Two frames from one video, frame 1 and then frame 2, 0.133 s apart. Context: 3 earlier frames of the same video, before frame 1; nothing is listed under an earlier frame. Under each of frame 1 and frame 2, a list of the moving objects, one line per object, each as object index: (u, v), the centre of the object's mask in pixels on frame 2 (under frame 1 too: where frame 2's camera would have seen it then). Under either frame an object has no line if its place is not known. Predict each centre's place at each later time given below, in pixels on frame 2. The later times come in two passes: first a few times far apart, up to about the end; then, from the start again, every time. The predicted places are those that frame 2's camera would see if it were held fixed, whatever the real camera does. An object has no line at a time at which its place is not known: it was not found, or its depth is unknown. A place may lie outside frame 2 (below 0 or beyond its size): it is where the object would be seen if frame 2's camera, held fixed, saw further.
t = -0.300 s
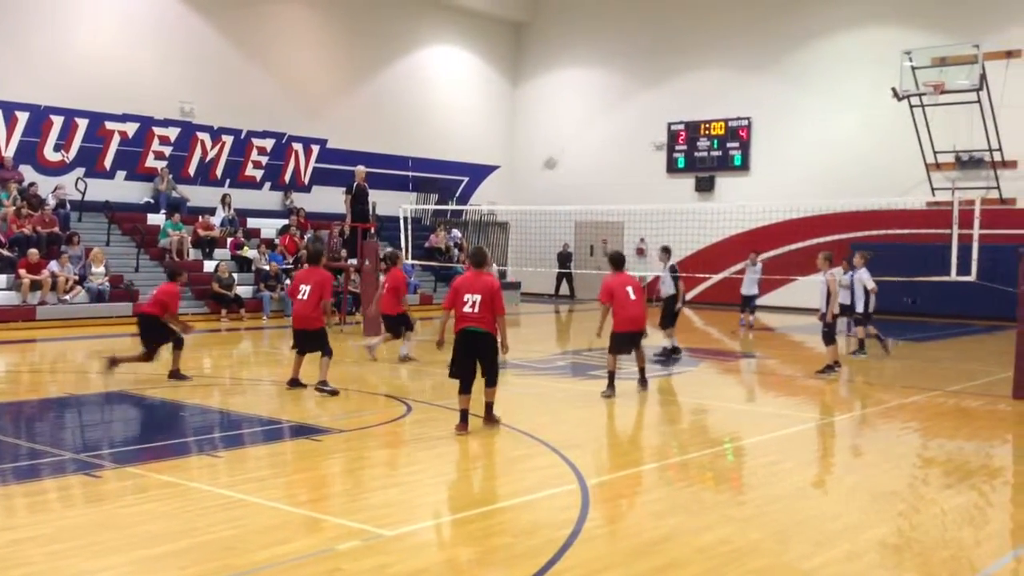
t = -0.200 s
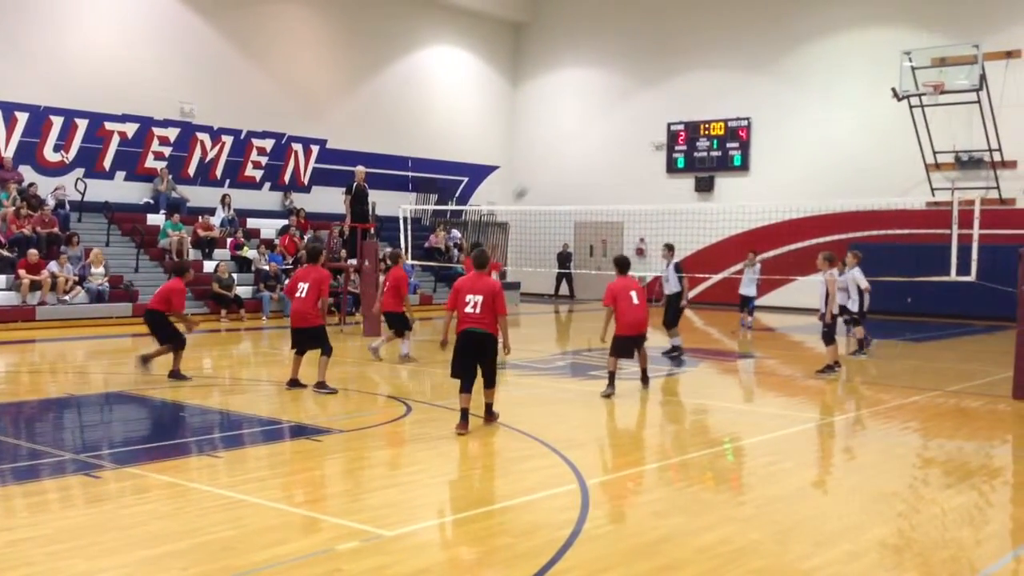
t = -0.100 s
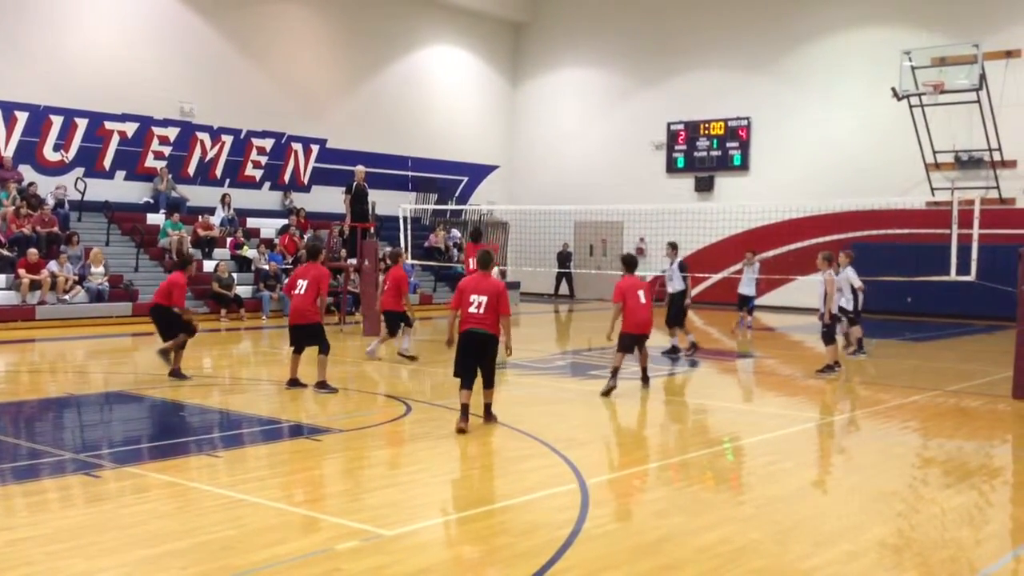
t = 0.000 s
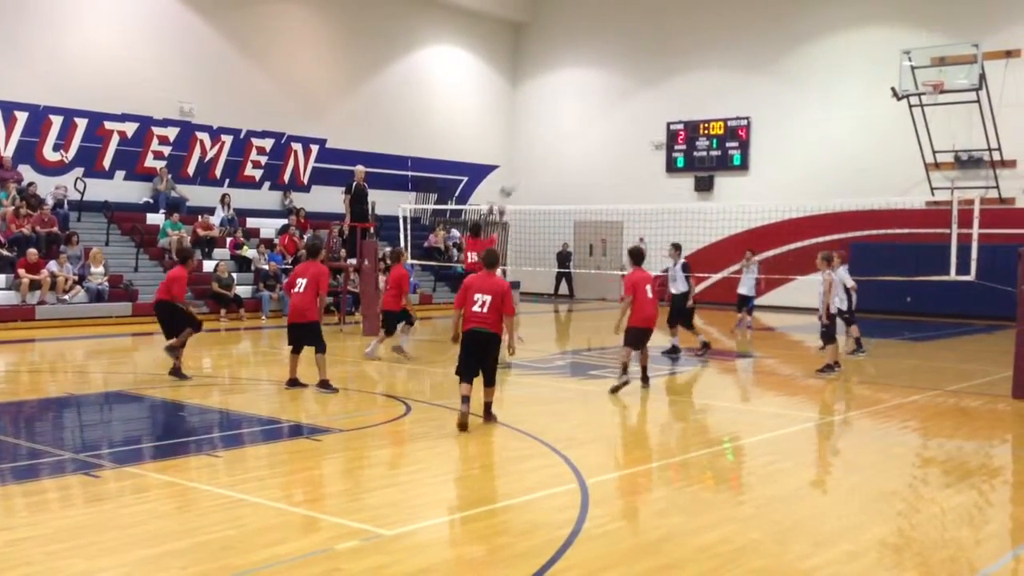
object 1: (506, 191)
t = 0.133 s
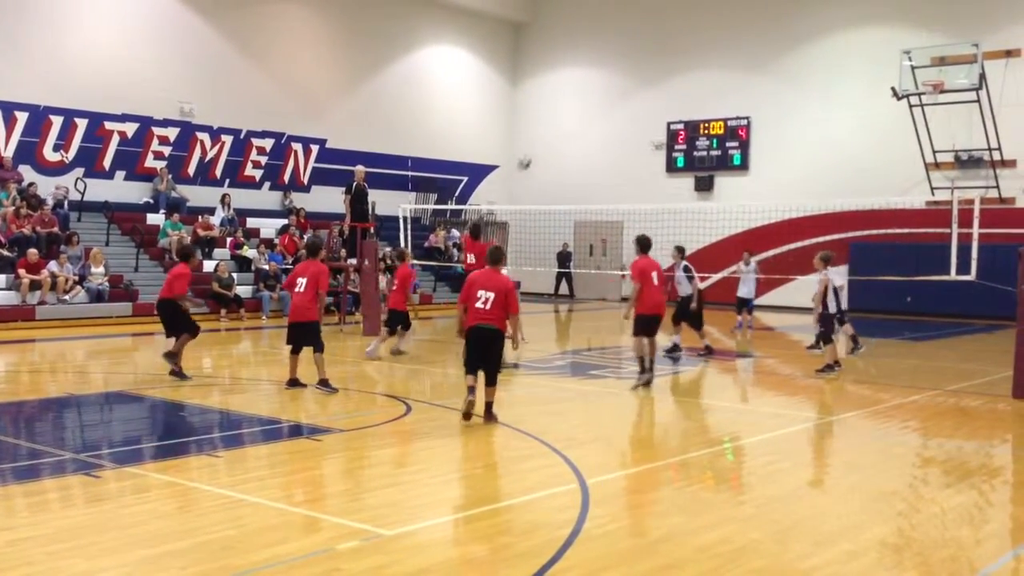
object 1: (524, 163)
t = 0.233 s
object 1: (536, 152)
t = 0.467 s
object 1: (563, 148)
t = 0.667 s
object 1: (583, 169)
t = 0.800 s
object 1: (595, 196)
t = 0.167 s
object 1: (528, 159)
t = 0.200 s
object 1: (532, 155)
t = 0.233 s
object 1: (536, 152)
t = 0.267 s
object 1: (541, 149)
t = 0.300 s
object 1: (545, 147)
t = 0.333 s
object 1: (548, 145)
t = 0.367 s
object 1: (551, 145)
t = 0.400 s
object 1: (555, 145)
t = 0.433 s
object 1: (559, 146)
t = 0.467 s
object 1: (563, 148)
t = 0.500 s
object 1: (567, 149)
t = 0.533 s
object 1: (570, 152)
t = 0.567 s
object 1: (573, 156)
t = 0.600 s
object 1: (576, 159)
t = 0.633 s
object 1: (579, 164)
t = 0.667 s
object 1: (583, 169)
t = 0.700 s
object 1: (586, 174)
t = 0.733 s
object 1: (589, 181)
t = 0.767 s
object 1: (592, 187)
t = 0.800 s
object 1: (595, 196)
